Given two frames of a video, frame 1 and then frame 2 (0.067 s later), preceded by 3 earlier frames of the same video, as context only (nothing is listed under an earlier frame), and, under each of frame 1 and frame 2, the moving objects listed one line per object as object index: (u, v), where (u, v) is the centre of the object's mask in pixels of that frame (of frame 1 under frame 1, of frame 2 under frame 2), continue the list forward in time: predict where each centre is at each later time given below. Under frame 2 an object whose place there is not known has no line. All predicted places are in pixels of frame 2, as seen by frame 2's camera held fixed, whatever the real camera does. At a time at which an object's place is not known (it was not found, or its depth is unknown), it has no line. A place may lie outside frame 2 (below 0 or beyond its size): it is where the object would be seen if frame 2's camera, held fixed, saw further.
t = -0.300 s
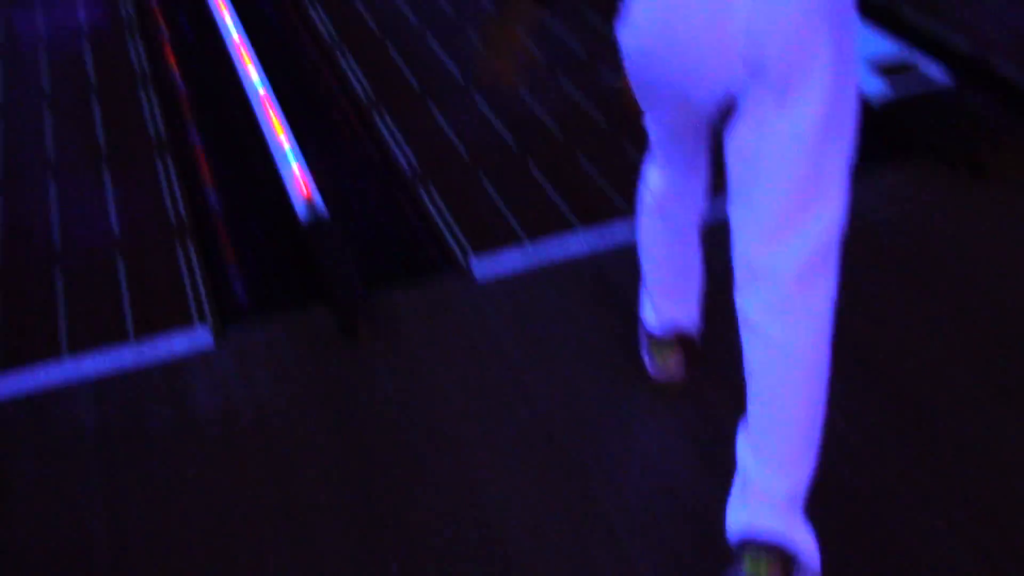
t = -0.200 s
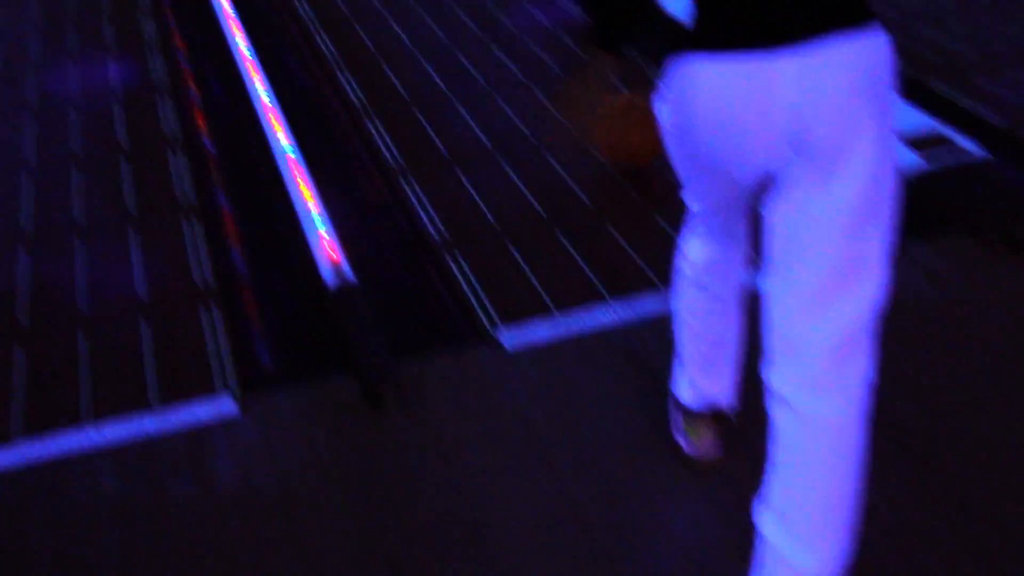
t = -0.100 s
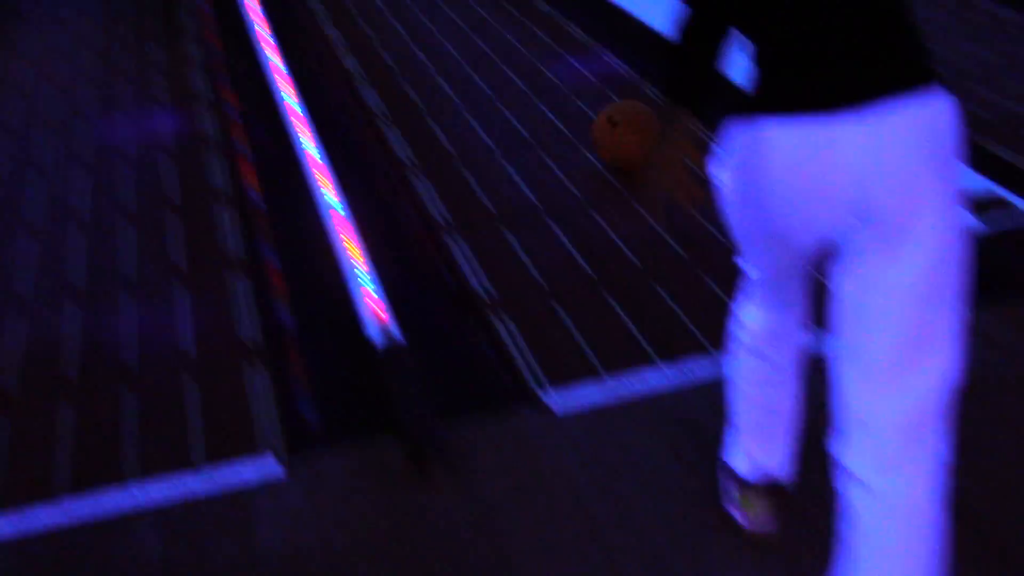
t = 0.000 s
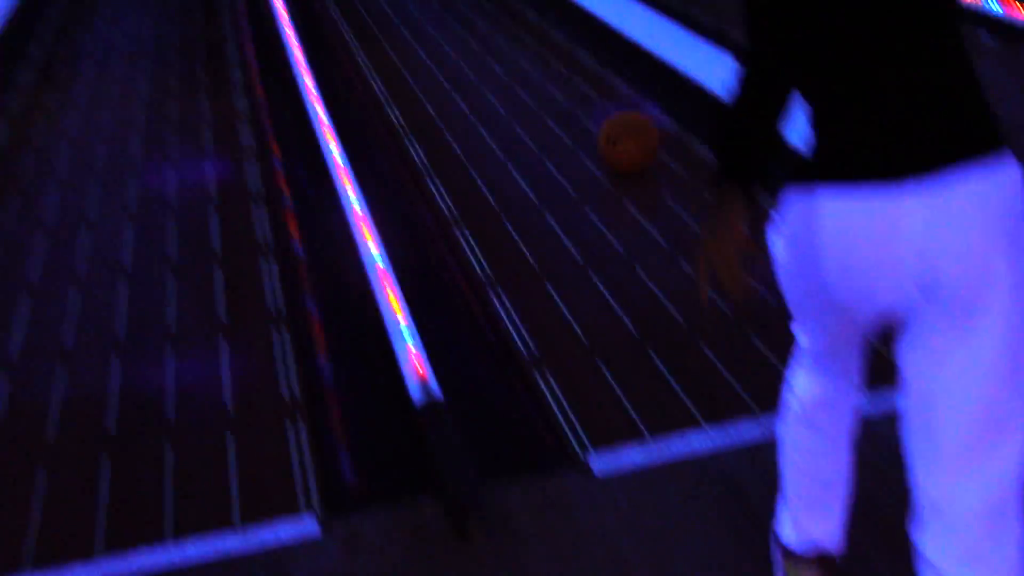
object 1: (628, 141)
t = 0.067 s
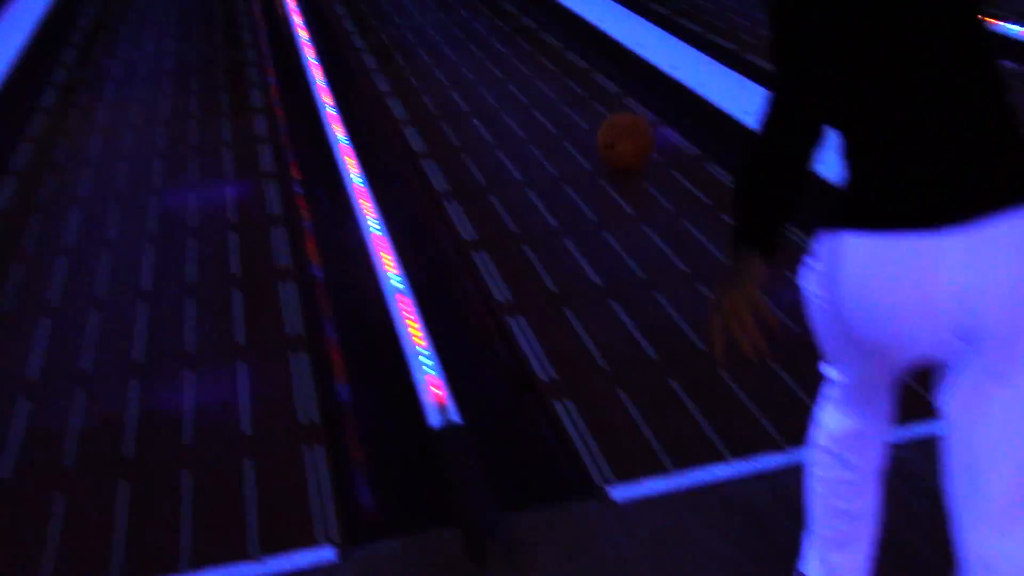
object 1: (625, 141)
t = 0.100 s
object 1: (615, 128)
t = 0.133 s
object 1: (605, 117)
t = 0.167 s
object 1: (596, 107)
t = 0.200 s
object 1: (587, 97)
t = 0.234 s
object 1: (578, 88)
